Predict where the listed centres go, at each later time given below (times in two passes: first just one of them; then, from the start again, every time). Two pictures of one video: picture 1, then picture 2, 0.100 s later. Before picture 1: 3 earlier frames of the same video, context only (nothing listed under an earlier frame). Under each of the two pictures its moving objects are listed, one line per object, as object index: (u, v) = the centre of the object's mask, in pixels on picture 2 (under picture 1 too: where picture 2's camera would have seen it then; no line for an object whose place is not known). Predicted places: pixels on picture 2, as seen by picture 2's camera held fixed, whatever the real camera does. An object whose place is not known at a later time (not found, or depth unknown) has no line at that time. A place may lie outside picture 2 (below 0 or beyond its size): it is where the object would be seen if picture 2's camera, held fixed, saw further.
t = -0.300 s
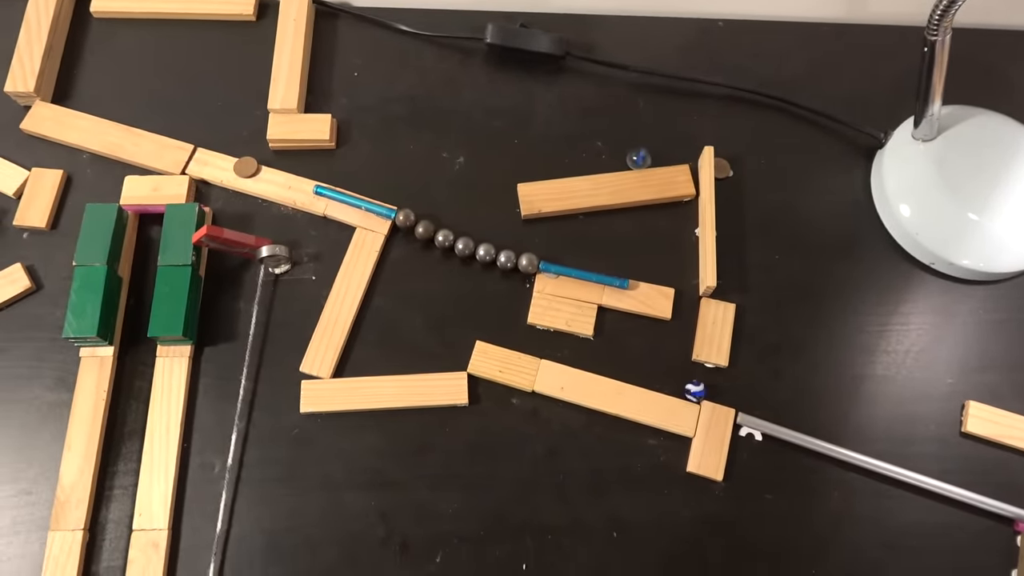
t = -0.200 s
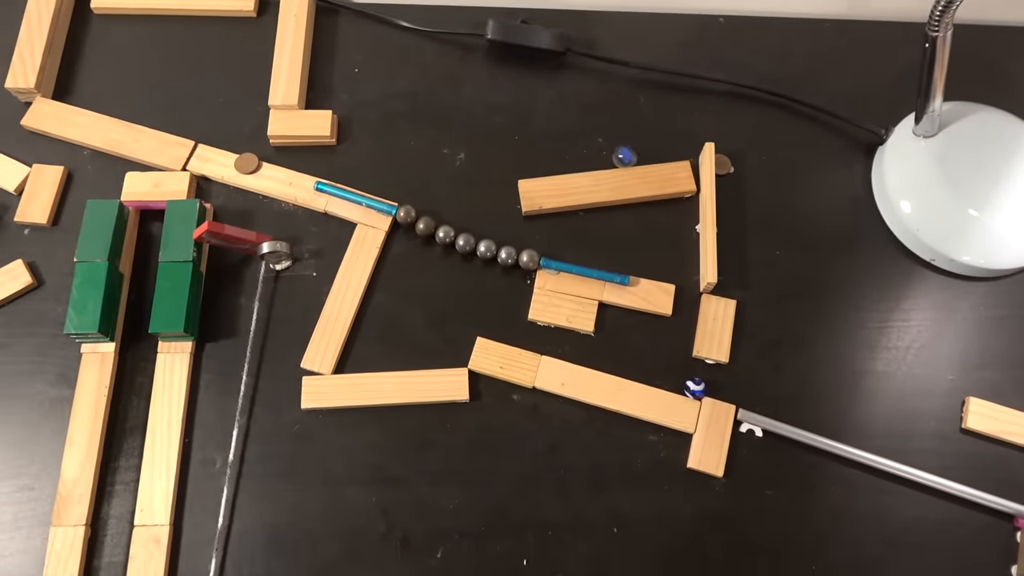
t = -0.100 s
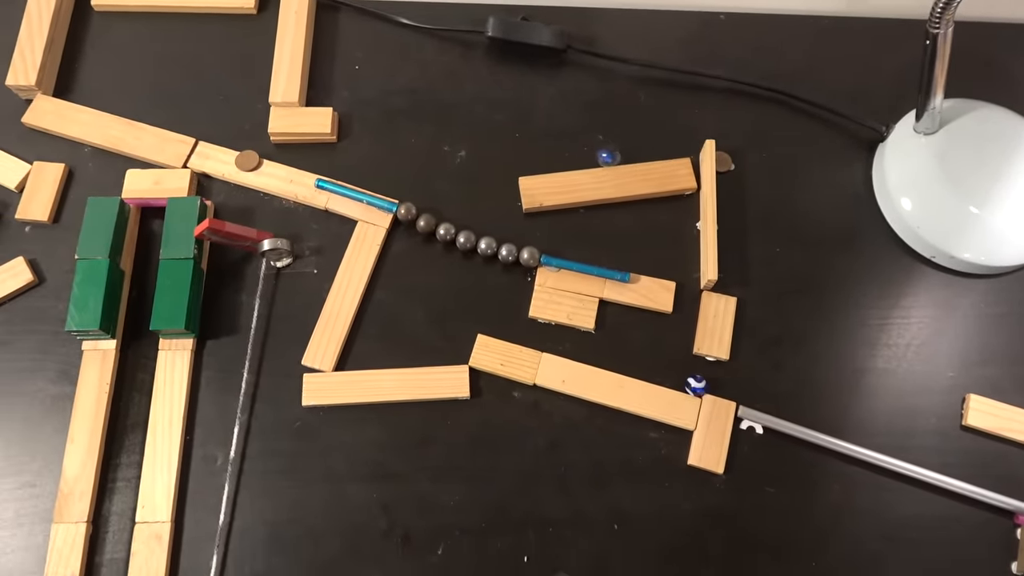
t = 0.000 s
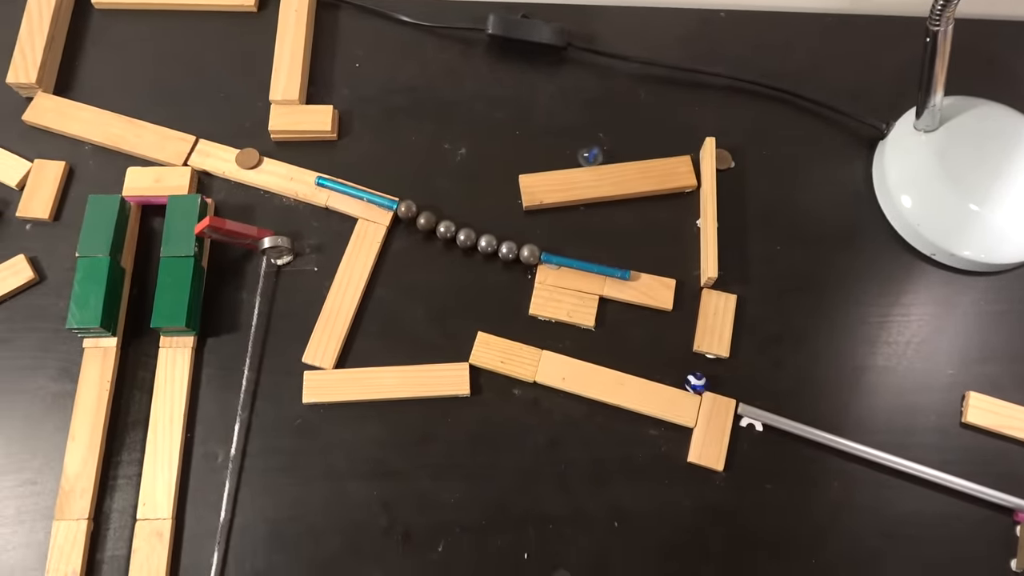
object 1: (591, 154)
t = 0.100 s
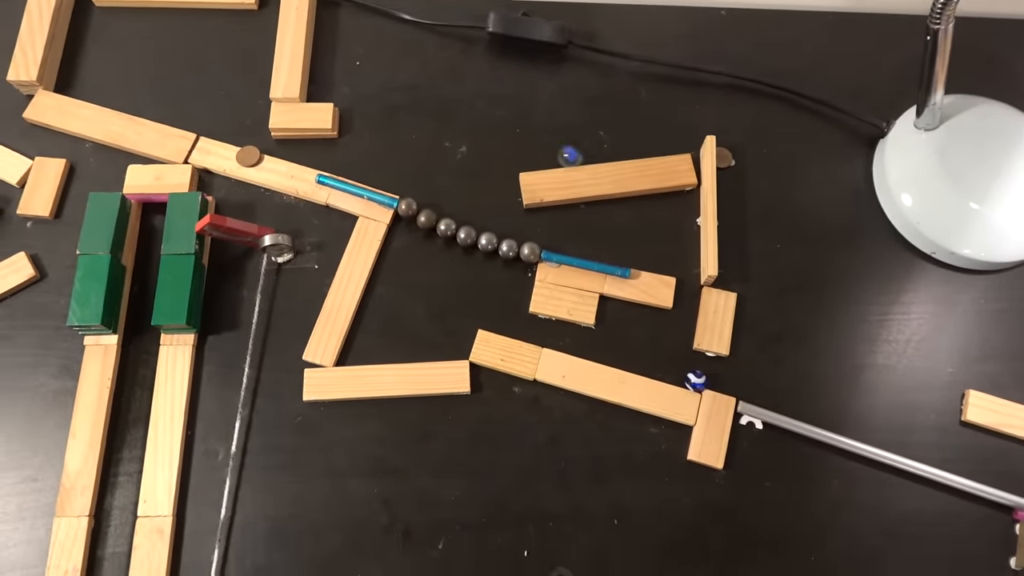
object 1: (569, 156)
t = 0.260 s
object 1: (533, 160)
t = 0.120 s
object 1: (565, 157)
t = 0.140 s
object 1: (561, 158)
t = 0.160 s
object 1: (556, 159)
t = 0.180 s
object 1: (552, 159)
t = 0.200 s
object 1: (548, 160)
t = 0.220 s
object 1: (543, 160)
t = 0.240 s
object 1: (538, 159)
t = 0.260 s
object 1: (533, 160)
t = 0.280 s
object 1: (529, 161)
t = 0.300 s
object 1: (523, 161)
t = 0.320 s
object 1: (518, 162)
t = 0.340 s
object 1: (513, 163)
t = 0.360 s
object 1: (507, 166)
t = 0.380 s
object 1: (504, 168)
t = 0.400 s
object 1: (498, 170)
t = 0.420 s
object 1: (493, 172)
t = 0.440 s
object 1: (487, 176)
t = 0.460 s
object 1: (482, 180)
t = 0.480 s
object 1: (477, 184)
